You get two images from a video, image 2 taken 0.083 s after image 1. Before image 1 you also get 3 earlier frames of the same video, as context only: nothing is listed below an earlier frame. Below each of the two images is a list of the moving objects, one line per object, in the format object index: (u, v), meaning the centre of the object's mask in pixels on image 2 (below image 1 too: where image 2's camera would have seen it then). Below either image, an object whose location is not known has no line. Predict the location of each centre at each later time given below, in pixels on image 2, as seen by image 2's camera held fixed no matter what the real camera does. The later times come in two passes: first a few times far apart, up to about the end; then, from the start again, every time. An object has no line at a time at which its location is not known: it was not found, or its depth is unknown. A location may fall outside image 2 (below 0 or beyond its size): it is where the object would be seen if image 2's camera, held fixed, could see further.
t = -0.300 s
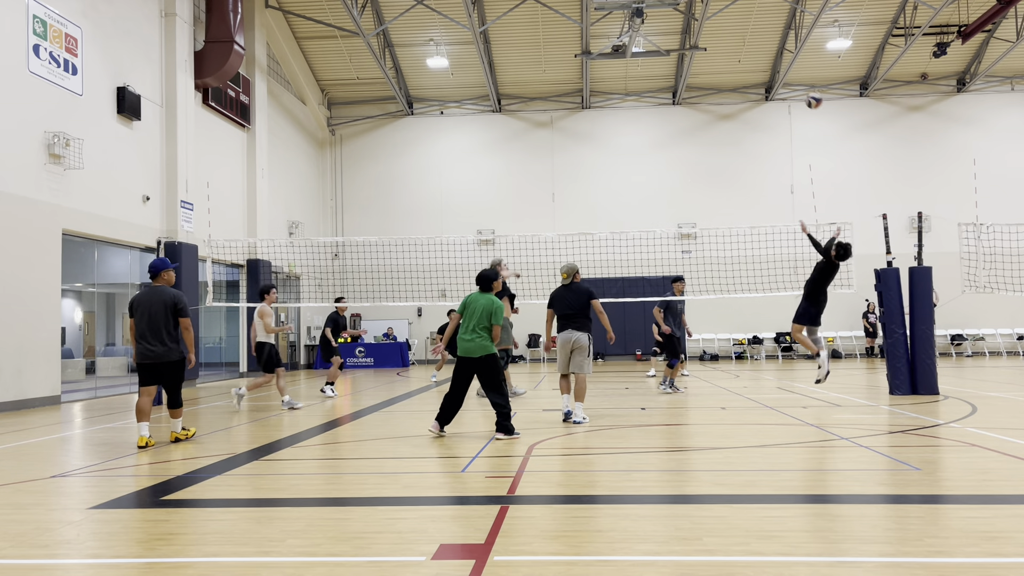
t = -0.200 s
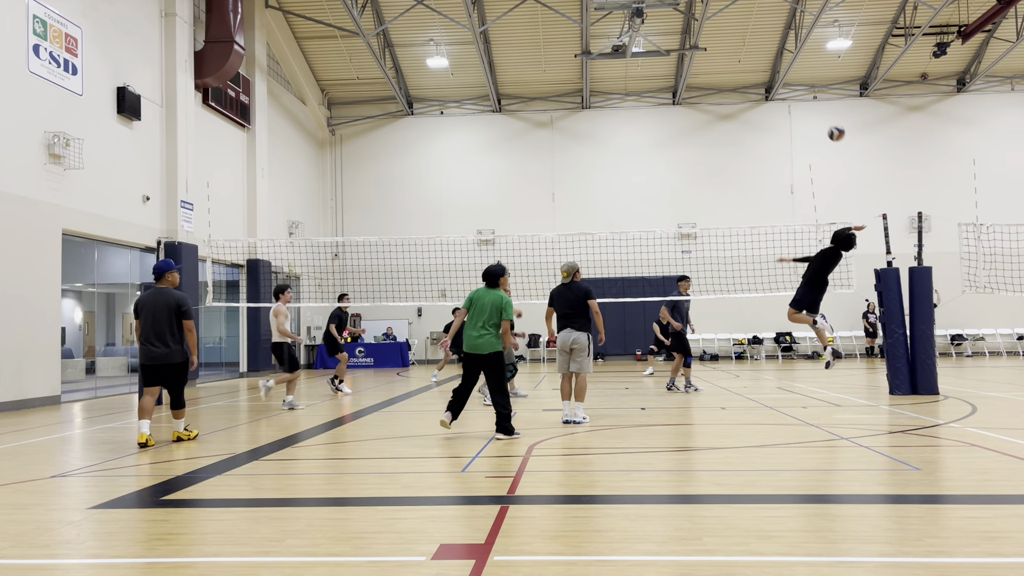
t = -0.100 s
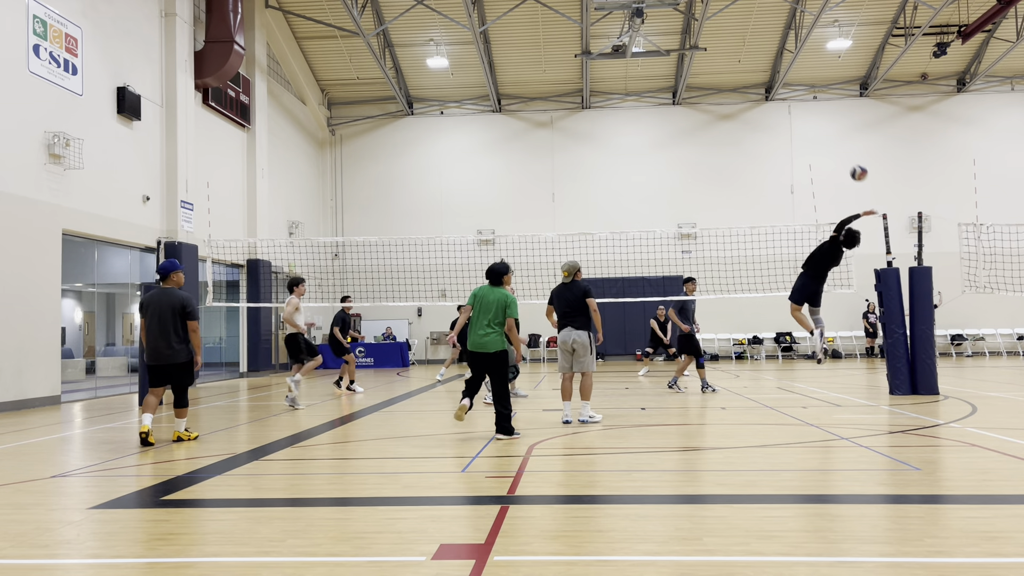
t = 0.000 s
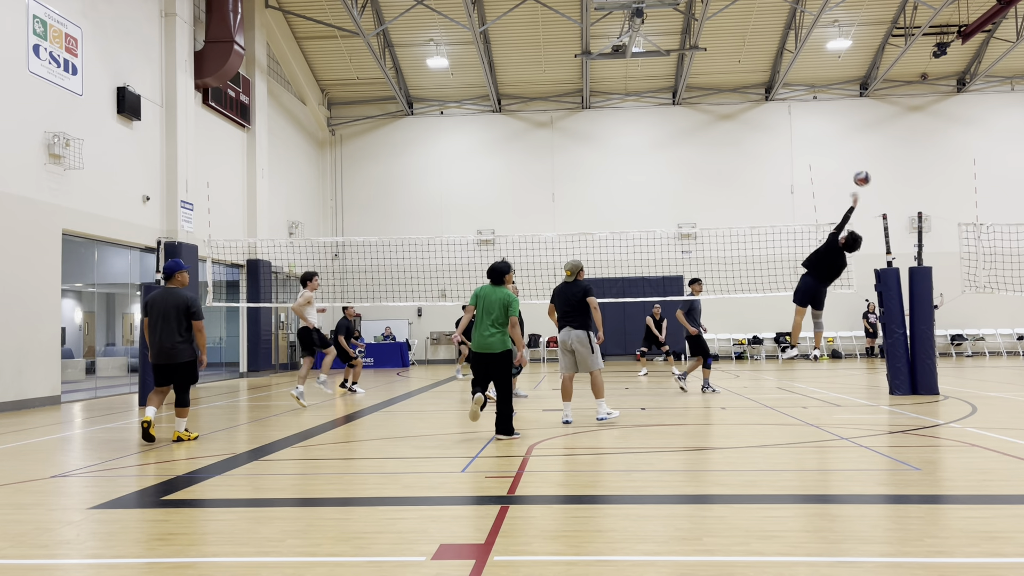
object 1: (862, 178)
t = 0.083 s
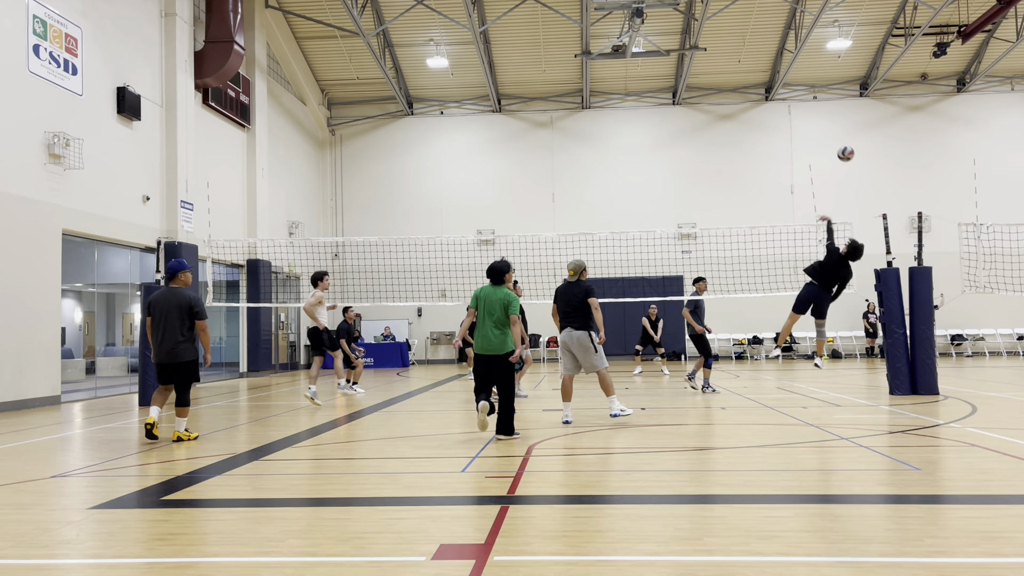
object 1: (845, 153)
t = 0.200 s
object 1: (825, 130)
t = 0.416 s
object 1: (792, 115)
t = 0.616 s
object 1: (767, 129)
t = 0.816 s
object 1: (745, 164)
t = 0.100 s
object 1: (842, 149)
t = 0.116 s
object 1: (839, 146)
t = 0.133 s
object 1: (836, 142)
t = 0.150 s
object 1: (833, 139)
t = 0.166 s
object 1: (830, 135)
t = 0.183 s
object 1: (827, 132)
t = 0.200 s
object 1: (825, 130)
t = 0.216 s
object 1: (822, 128)
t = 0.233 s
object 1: (819, 126)
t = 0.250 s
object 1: (817, 124)
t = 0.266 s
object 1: (814, 122)
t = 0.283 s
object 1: (811, 120)
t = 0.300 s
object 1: (809, 119)
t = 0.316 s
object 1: (806, 118)
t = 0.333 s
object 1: (804, 117)
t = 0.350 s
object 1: (801, 116)
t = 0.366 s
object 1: (799, 116)
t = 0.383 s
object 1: (797, 115)
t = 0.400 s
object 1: (794, 115)
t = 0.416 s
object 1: (792, 115)
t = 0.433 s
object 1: (790, 115)
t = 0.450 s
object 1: (787, 116)
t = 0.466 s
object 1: (785, 116)
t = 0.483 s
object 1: (783, 117)
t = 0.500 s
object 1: (781, 118)
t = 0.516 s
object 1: (779, 118)
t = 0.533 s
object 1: (777, 120)
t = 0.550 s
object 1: (775, 121)
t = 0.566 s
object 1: (773, 123)
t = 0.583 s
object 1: (770, 125)
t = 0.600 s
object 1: (769, 127)
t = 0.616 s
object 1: (767, 129)
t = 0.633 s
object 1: (765, 131)
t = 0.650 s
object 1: (763, 133)
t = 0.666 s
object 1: (761, 136)
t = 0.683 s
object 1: (759, 139)
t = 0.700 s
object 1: (757, 141)
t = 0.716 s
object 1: (755, 144)
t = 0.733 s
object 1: (754, 147)
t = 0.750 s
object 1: (752, 150)
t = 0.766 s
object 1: (750, 154)
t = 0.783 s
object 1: (748, 157)
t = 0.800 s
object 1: (747, 161)
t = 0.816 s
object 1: (745, 164)
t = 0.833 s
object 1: (743, 168)
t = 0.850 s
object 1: (742, 172)
